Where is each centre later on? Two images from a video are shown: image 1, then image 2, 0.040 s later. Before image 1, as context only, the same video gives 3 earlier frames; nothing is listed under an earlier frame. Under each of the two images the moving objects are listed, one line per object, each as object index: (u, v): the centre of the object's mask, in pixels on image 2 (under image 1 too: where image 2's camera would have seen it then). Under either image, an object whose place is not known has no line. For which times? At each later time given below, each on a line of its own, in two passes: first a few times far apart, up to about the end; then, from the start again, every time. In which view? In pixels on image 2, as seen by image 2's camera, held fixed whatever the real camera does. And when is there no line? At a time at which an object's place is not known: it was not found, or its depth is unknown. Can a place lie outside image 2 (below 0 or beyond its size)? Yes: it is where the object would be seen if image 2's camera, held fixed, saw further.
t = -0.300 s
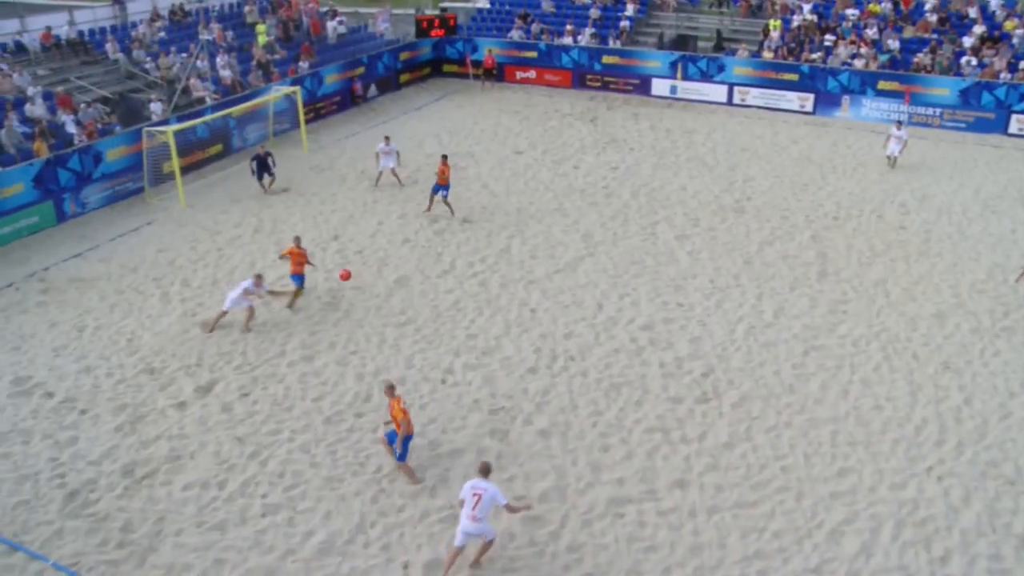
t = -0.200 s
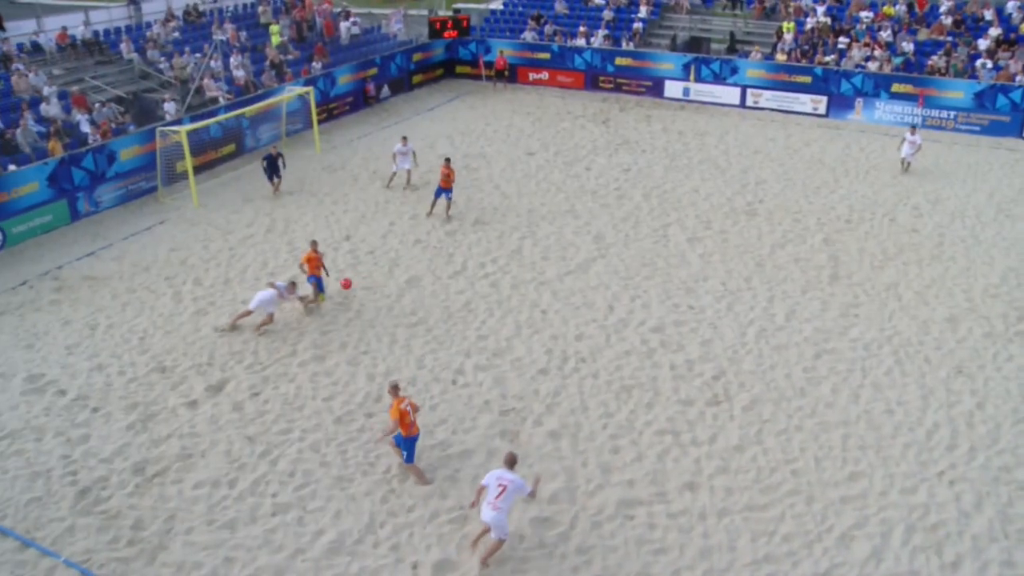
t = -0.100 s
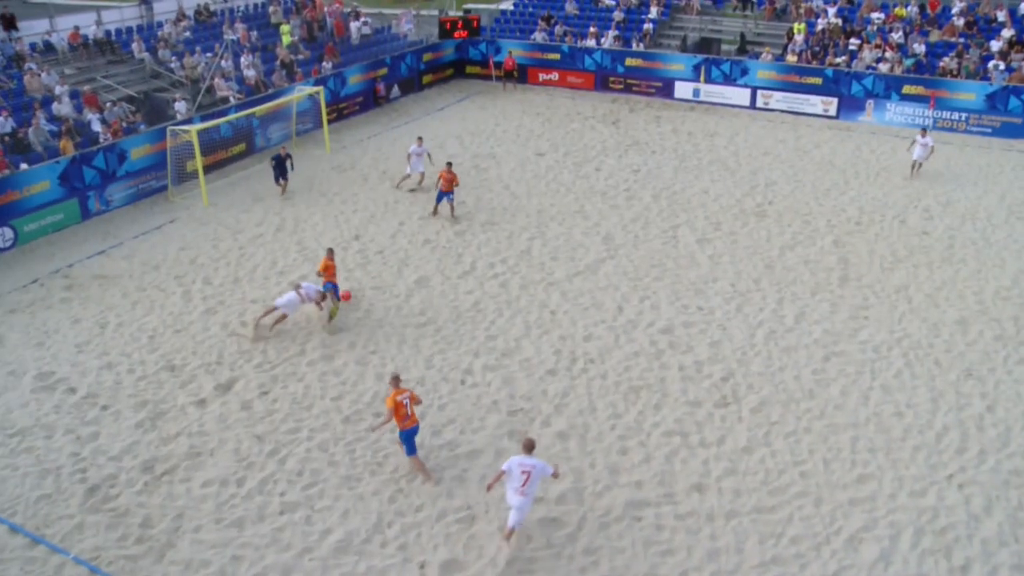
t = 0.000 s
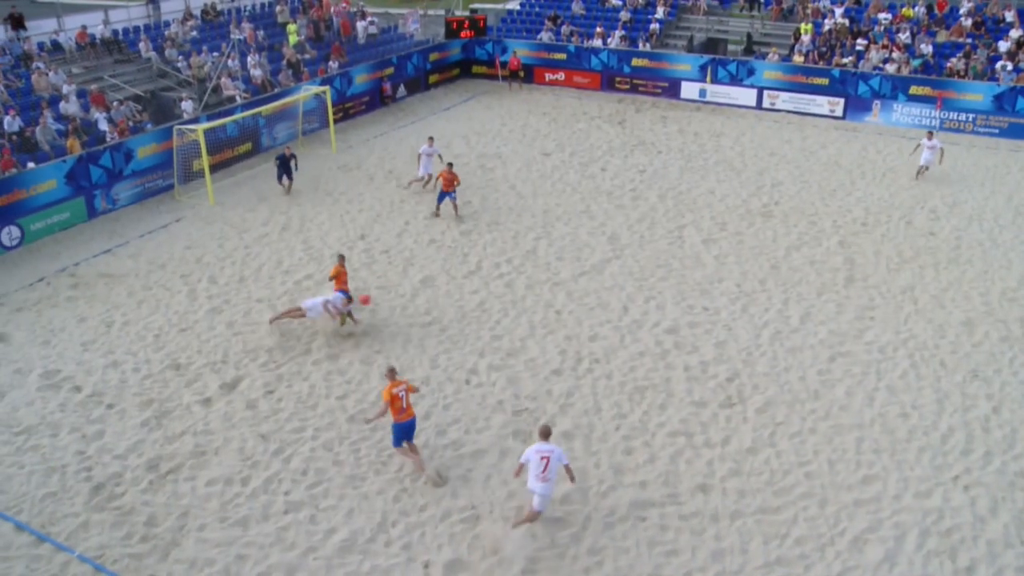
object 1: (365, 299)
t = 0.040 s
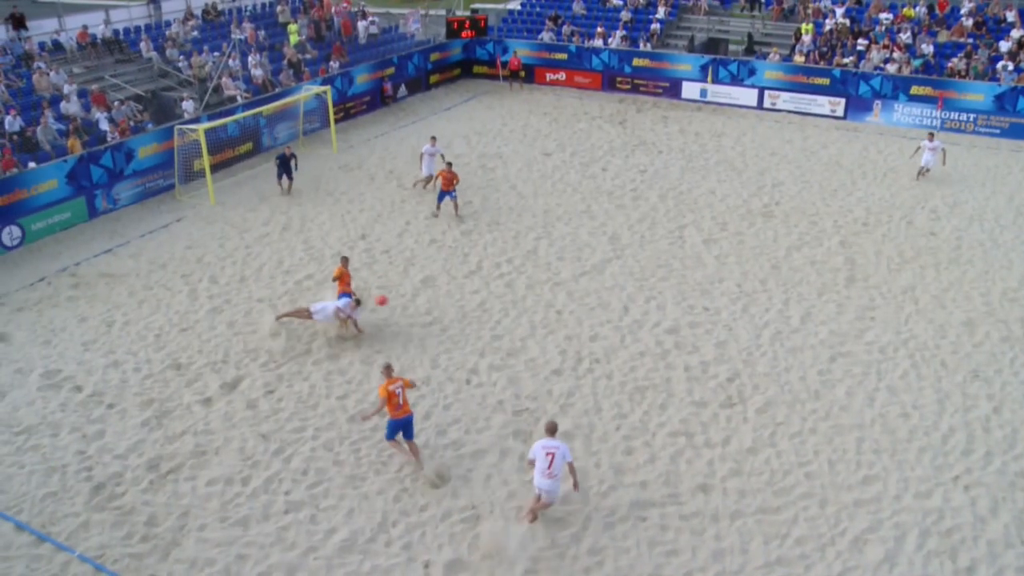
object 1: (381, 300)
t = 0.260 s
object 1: (466, 317)
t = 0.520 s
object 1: (521, 296)
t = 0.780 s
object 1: (564, 290)
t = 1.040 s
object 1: (593, 283)
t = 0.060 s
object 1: (390, 301)
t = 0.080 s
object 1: (398, 302)
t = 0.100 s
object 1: (405, 303)
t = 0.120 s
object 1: (414, 304)
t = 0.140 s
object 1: (421, 306)
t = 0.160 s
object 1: (429, 307)
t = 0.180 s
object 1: (436, 309)
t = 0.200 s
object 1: (444, 311)
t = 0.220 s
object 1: (451, 313)
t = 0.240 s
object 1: (459, 315)
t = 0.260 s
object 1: (466, 317)
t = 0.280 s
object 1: (473, 320)
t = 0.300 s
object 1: (478, 319)
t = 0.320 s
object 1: (482, 315)
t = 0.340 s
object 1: (486, 313)
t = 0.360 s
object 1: (490, 310)
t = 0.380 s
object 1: (494, 307)
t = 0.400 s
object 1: (498, 306)
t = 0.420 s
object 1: (502, 303)
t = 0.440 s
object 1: (506, 302)
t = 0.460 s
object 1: (509, 300)
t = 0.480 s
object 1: (513, 299)
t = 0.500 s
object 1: (517, 297)
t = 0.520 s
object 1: (521, 296)
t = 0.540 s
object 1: (524, 295)
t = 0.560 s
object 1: (528, 294)
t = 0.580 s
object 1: (531, 293)
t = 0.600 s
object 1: (535, 293)
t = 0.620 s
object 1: (539, 293)
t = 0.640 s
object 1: (542, 293)
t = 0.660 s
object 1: (546, 293)
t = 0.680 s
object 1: (549, 294)
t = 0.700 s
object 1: (553, 294)
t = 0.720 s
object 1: (556, 295)
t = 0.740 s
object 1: (559, 294)
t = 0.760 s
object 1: (561, 292)
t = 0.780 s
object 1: (564, 290)
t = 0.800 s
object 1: (566, 289)
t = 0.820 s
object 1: (568, 287)
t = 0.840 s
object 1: (571, 286)
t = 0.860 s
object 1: (573, 285)
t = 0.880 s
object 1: (575, 284)
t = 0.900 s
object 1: (578, 283)
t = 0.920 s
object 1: (580, 283)
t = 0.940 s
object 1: (582, 283)
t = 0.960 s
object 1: (585, 282)
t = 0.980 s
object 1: (587, 282)
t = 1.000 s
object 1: (589, 283)
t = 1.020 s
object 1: (591, 283)
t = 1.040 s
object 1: (593, 283)
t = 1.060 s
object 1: (595, 282)
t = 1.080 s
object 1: (597, 281)
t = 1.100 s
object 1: (599, 280)
